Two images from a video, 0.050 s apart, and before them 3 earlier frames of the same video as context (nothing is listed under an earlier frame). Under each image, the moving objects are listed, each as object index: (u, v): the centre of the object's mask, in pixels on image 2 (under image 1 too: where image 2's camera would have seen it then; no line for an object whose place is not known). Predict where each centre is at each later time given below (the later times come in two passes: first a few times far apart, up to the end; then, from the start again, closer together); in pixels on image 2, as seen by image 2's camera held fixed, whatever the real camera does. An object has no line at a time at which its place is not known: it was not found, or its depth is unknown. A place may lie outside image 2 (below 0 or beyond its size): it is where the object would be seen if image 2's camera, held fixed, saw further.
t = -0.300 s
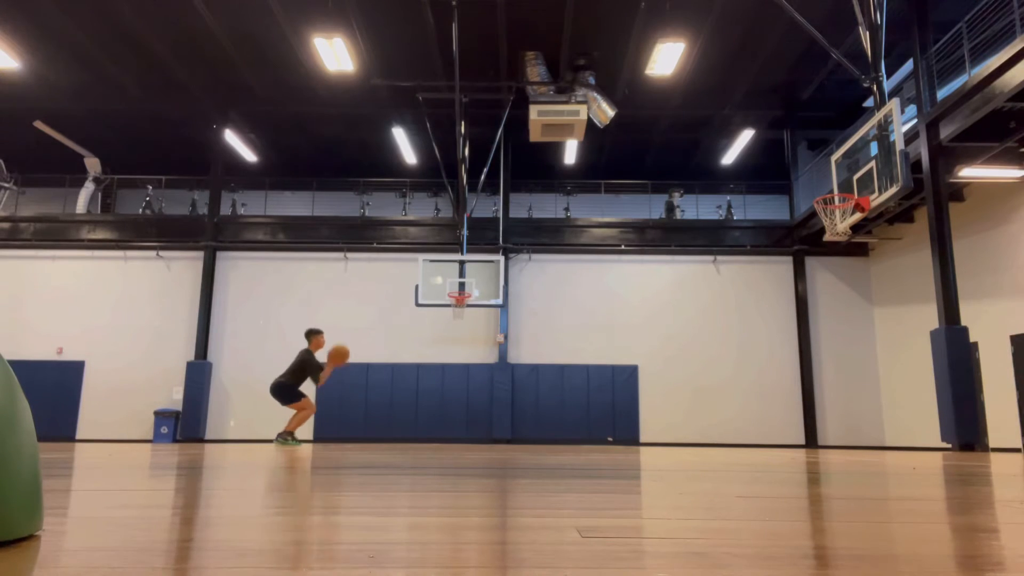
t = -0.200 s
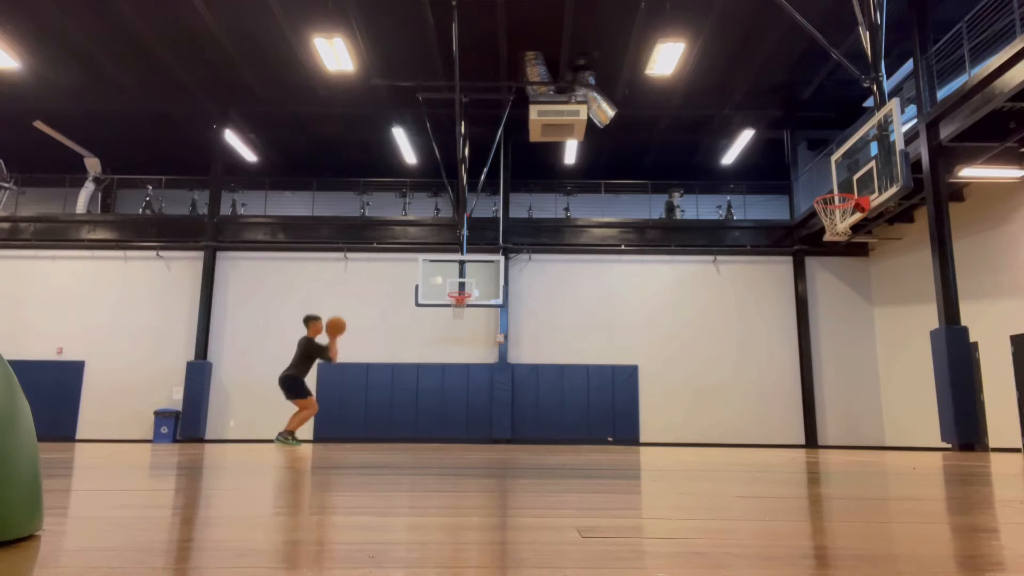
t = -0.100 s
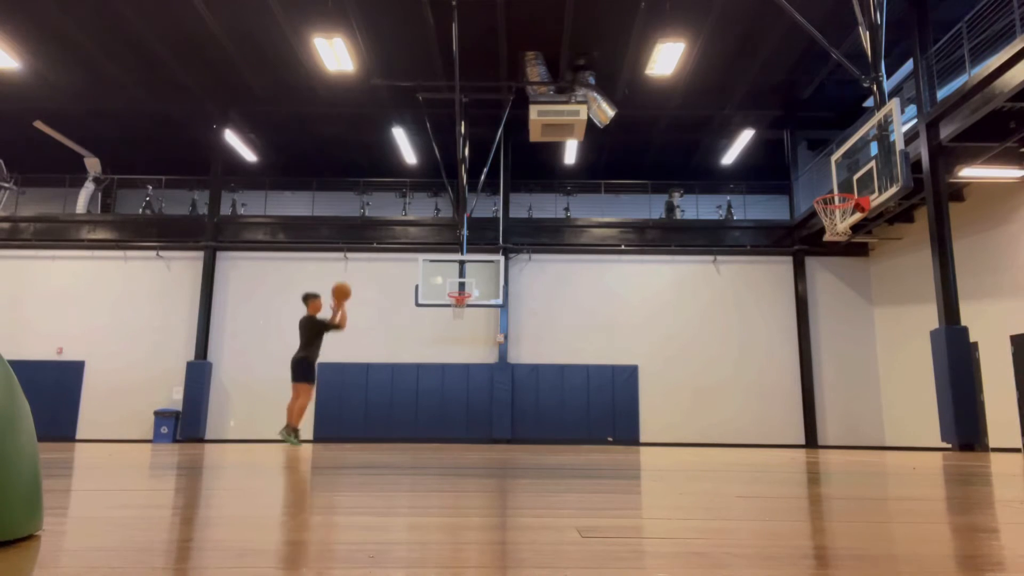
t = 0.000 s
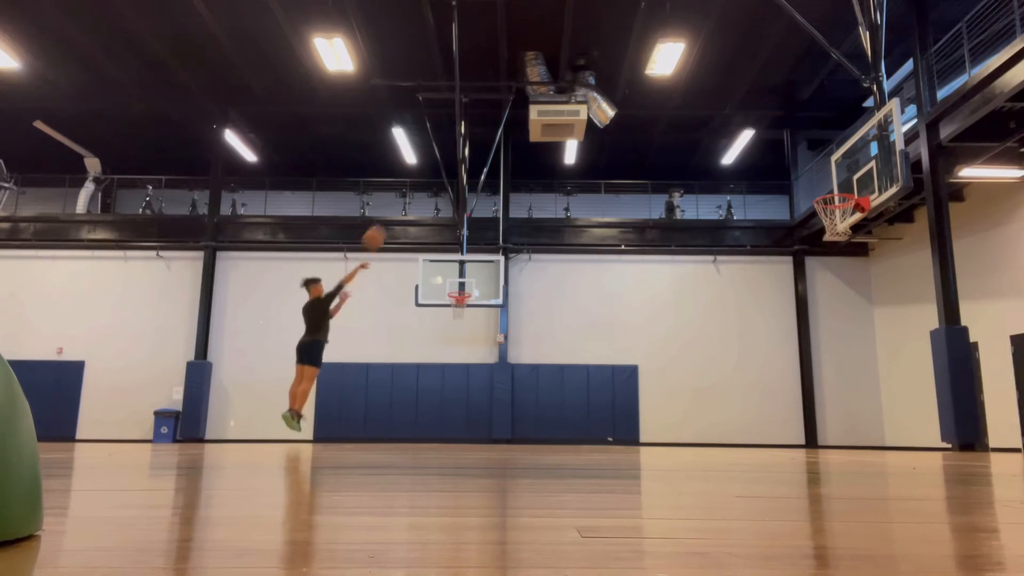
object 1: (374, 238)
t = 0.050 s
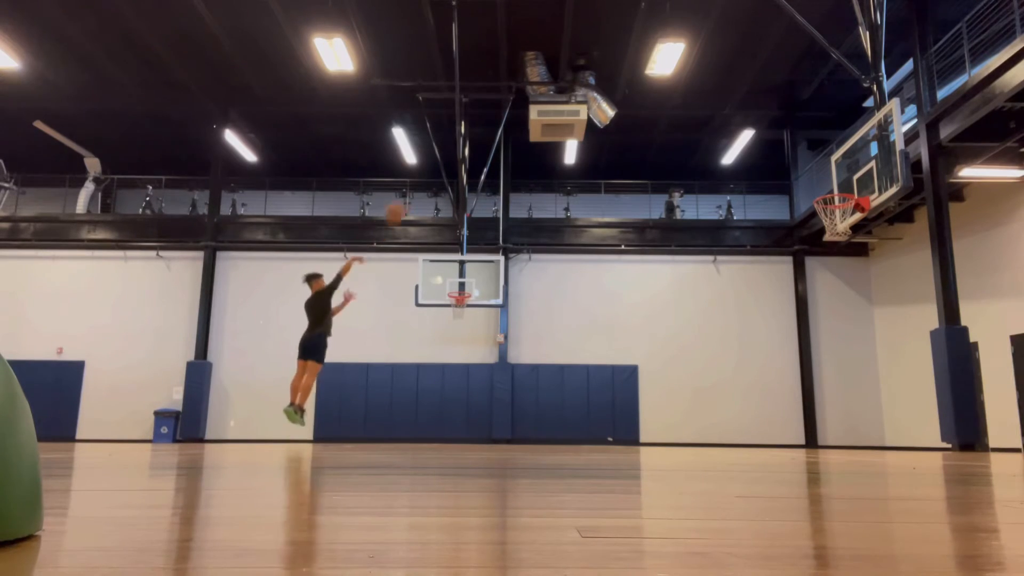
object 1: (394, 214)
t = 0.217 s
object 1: (461, 143)
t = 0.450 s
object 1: (544, 86)
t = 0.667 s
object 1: (617, 69)
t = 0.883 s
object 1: (688, 84)
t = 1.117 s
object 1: (766, 138)
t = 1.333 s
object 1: (820, 183)
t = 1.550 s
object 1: (833, 176)
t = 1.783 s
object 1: (838, 192)
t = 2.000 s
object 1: (831, 201)
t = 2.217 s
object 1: (848, 224)
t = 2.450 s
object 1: (857, 263)
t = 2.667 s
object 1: (870, 341)
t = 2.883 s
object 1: (882, 430)
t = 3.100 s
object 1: (871, 354)
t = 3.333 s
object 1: (863, 321)
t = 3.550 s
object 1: (858, 328)
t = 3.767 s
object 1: (858, 372)
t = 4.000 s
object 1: (859, 430)
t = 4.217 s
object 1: (857, 382)
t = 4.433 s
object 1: (858, 373)
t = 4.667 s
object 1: (863, 404)
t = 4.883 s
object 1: (867, 425)
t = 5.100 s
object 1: (868, 401)
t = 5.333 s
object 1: (872, 417)
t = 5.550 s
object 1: (875, 427)
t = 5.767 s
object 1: (877, 418)
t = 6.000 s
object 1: (882, 438)
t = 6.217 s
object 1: (885, 428)
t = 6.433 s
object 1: (889, 437)
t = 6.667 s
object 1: (894, 441)
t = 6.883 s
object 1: (898, 439)
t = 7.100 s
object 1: (902, 441)
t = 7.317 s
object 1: (905, 442)
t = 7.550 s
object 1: (910, 442)
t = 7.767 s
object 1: (914, 443)
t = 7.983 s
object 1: (917, 443)
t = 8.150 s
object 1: (921, 443)
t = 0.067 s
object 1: (402, 204)
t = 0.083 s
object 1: (410, 195)
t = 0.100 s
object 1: (416, 188)
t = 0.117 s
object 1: (422, 181)
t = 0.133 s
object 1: (429, 174)
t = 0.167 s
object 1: (442, 161)
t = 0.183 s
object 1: (448, 155)
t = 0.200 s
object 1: (454, 149)
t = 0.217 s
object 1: (461, 143)
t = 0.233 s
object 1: (467, 136)
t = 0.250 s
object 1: (474, 132)
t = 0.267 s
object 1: (479, 127)
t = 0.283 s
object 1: (485, 122)
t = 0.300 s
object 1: (491, 118)
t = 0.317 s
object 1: (497, 113)
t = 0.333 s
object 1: (503, 109)
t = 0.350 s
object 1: (509, 105)
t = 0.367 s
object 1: (516, 101)
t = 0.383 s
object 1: (521, 98)
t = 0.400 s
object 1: (526, 95)
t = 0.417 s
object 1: (533, 91)
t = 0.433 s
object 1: (539, 88)
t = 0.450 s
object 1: (544, 86)
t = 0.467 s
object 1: (550, 83)
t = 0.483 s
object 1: (556, 81)
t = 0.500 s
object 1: (562, 79)
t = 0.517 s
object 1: (567, 77)
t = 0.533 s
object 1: (573, 75)
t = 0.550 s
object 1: (579, 74)
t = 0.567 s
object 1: (584, 72)
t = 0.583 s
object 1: (590, 71)
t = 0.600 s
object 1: (595, 70)
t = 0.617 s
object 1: (601, 69)
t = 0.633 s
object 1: (606, 69)
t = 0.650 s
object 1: (612, 68)
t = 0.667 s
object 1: (617, 69)
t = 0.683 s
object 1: (623, 69)
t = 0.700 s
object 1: (628, 69)
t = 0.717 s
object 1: (634, 69)
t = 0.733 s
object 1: (638, 69)
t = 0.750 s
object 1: (643, 71)
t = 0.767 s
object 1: (649, 74)
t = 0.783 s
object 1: (655, 74)
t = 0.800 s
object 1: (660, 76)
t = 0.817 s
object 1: (666, 78)
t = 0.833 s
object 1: (673, 79)
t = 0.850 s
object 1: (678, 80)
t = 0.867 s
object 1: (682, 82)
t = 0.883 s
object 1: (688, 84)
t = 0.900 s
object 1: (693, 87)
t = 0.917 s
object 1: (699, 90)
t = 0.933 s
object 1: (704, 93)
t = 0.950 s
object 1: (710, 96)
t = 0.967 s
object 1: (715, 99)
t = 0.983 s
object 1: (721, 102)
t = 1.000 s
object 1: (726, 106)
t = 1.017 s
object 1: (732, 110)
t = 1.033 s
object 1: (737, 114)
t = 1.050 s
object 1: (743, 118)
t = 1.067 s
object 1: (748, 121)
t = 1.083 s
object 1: (755, 127)
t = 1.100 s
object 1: (761, 133)
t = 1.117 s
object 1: (766, 138)
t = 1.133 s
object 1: (771, 143)
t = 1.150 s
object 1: (777, 148)
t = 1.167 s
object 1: (782, 154)
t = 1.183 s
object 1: (787, 159)
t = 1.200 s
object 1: (793, 165)
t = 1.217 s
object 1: (798, 171)
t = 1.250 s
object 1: (811, 184)
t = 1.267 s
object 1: (816, 190)
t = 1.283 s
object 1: (817, 190)
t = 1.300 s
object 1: (818, 187)
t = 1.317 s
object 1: (819, 185)
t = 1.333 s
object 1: (820, 183)
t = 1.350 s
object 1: (822, 182)
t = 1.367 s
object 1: (822, 181)
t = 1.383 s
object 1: (823, 179)
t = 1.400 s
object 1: (824, 178)
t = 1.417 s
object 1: (825, 177)
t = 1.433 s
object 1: (826, 176)
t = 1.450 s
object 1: (827, 175)
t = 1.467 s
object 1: (828, 175)
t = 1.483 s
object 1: (830, 175)
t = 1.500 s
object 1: (830, 175)
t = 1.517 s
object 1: (832, 176)
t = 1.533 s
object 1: (833, 176)
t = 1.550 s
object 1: (833, 176)
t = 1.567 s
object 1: (834, 178)
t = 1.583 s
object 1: (836, 179)
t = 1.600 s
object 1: (837, 179)
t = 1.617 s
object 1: (839, 181)
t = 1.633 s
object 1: (840, 183)
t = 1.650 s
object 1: (841, 185)
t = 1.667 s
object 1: (842, 187)
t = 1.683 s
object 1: (844, 189)
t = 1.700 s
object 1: (845, 191)
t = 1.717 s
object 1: (845, 192)
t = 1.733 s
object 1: (844, 192)
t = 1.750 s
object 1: (842, 193)
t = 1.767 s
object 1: (840, 192)
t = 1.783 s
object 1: (838, 192)
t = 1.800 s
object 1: (837, 192)
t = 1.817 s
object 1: (834, 194)
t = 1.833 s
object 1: (831, 195)
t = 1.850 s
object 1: (829, 196)
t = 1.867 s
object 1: (826, 197)
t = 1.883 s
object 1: (826, 198)
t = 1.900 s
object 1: (825, 199)
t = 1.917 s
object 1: (825, 199)
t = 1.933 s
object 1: (826, 199)
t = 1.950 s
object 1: (827, 199)
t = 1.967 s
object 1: (828, 200)
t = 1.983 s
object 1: (829, 201)
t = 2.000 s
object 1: (831, 201)
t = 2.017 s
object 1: (833, 200)
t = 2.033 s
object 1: (834, 201)
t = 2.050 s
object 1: (836, 204)
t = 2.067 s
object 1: (838, 206)
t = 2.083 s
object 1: (839, 207)
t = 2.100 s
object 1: (840, 208)
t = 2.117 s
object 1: (842, 211)
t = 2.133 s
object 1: (844, 212)
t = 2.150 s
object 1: (846, 214)
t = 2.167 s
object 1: (846, 217)
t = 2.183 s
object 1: (846, 222)
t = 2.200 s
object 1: (847, 223)
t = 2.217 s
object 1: (848, 224)
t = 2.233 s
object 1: (848, 225)
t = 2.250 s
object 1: (850, 227)
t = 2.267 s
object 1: (851, 229)
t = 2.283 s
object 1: (851, 230)
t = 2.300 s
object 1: (852, 232)
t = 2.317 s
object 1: (852, 235)
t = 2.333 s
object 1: (853, 237)
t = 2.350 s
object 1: (854, 240)
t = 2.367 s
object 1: (854, 243)
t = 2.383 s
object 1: (855, 247)
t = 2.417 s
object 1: (856, 254)
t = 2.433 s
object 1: (857, 258)
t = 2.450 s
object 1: (857, 263)
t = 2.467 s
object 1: (858, 267)
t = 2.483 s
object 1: (859, 273)
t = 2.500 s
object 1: (860, 278)
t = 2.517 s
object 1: (861, 283)
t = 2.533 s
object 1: (862, 288)
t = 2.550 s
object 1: (863, 294)
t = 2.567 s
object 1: (863, 301)
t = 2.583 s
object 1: (865, 307)
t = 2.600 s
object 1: (866, 314)
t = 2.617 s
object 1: (867, 320)
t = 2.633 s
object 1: (868, 327)
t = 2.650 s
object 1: (869, 334)
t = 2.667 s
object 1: (870, 341)
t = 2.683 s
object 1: (871, 349)
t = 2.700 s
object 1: (872, 357)
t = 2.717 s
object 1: (873, 365)
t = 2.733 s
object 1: (874, 373)
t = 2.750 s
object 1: (876, 382)
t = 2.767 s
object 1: (877, 391)
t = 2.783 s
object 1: (878, 400)
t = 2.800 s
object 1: (879, 409)
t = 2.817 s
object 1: (881, 419)
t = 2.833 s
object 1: (882, 429)
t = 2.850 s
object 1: (883, 439)
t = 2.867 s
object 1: (883, 438)
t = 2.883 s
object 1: (882, 430)
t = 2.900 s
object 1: (881, 423)
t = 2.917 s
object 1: (880, 416)
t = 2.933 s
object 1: (879, 409)
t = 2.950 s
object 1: (878, 402)
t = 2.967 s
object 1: (877, 397)
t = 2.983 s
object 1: (876, 390)
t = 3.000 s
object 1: (875, 384)
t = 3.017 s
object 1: (875, 379)
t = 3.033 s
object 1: (874, 373)
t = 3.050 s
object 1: (873, 369)
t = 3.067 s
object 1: (872, 363)
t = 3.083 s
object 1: (871, 359)
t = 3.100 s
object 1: (871, 354)
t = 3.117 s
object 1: (870, 351)
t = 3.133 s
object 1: (869, 347)
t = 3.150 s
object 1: (869, 343)
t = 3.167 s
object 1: (868, 340)
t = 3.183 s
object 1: (867, 337)
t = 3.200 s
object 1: (867, 334)
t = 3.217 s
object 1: (867, 332)
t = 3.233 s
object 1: (866, 329)
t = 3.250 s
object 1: (865, 327)
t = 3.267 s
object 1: (865, 325)
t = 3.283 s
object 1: (864, 324)
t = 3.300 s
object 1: (864, 323)
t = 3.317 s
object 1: (863, 321)
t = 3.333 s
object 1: (863, 321)
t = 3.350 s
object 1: (862, 320)
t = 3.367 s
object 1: (862, 319)
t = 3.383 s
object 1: (862, 319)
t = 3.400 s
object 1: (861, 319)
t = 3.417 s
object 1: (861, 319)
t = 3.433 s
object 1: (860, 319)
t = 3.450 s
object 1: (860, 320)
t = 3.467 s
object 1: (860, 321)
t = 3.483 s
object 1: (859, 322)
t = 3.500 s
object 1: (859, 323)
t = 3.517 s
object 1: (859, 324)
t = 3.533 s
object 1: (859, 326)
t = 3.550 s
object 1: (858, 328)
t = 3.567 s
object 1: (858, 330)
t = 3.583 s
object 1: (858, 332)
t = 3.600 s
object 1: (858, 335)
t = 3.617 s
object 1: (858, 338)
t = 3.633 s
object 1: (858, 340)
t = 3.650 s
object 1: (858, 344)
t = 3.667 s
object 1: (858, 347)
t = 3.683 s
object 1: (857, 351)
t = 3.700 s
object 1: (858, 355)
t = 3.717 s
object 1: (858, 359)
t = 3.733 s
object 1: (858, 363)
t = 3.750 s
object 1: (858, 368)
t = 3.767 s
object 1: (858, 372)
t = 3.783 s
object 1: (858, 377)
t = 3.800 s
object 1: (858, 382)
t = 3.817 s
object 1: (858, 387)
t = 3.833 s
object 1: (858, 393)
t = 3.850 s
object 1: (858, 399)
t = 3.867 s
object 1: (859, 405)
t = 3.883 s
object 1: (859, 411)
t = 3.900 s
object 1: (859, 417)
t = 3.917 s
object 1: (859, 425)
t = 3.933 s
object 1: (859, 432)
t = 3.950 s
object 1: (859, 439)
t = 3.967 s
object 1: (860, 440)
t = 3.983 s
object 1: (859, 436)
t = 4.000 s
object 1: (859, 430)
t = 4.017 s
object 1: (858, 424)
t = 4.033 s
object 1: (858, 420)
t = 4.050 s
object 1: (858, 415)
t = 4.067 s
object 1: (858, 411)
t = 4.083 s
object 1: (858, 407)
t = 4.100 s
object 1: (858, 402)
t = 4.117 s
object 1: (857, 399)
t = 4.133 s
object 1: (857, 395)
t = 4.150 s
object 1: (857, 392)
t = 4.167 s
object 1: (857, 390)
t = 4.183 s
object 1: (857, 387)
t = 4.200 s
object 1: (857, 384)
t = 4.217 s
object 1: (857, 382)
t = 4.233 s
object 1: (857, 380)
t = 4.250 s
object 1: (857, 378)
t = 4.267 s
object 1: (857, 376)
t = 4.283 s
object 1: (857, 375)
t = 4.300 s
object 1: (857, 374)
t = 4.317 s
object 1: (857, 373)
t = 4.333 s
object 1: (857, 372)
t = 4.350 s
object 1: (858, 372)
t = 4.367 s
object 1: (858, 372)
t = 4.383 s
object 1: (858, 372)
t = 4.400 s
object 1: (858, 372)
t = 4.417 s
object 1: (858, 372)
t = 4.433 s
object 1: (858, 373)
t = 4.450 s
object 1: (859, 373)
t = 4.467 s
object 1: (859, 374)
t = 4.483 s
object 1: (859, 376)
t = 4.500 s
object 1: (860, 377)
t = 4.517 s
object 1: (860, 379)
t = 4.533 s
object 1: (860, 381)
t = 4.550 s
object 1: (860, 383)
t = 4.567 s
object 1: (861, 385)
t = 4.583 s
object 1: (862, 388)
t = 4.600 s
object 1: (862, 391)
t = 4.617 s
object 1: (862, 394)
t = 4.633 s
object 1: (863, 397)
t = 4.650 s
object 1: (863, 400)
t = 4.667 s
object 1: (863, 404)
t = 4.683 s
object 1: (864, 408)
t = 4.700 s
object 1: (864, 412)
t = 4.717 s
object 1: (865, 416)
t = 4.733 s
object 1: (866, 421)
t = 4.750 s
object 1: (866, 426)
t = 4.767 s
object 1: (867, 431)
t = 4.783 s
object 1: (867, 436)
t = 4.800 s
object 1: (868, 441)
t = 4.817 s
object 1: (868, 440)
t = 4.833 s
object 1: (868, 436)
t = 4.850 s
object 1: (867, 432)
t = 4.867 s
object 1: (867, 428)
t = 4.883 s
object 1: (867, 425)
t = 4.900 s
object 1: (867, 421)
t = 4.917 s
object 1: (868, 418)
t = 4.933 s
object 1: (867, 416)
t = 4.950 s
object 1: (867, 414)
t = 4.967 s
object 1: (867, 411)
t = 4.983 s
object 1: (867, 409)
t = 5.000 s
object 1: (867, 407)
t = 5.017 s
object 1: (868, 406)
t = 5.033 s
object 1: (868, 405)
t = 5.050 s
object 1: (868, 403)
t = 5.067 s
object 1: (868, 402)
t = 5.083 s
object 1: (868, 402)
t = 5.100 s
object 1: (868, 401)
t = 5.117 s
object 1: (868, 401)
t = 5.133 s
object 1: (869, 401)
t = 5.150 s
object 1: (869, 401)
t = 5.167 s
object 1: (869, 402)
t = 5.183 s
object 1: (869, 402)
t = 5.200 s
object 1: (869, 403)
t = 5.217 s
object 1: (870, 404)
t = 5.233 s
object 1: (870, 405)
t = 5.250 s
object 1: (870, 407)
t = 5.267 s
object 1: (870, 409)
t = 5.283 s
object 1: (870, 410)
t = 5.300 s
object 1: (871, 413)
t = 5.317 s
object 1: (872, 415)
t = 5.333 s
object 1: (872, 417)
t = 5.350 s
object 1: (872, 420)
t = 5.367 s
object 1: (873, 423)
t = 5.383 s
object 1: (873, 427)
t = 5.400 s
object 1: (874, 430)
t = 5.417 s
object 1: (874, 434)
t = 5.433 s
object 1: (875, 438)
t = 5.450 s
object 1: (875, 441)
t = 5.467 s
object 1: (875, 440)
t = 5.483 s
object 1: (875, 438)
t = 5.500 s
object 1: (876, 434)
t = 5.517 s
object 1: (875, 431)
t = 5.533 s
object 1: (875, 429)
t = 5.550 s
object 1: (875, 427)
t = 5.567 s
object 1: (875, 425)
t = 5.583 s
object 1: (875, 423)
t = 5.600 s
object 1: (875, 422)
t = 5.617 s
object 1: (875, 420)
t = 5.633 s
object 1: (876, 419)
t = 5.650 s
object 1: (876, 418)
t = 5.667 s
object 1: (876, 418)
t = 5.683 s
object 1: (876, 417)
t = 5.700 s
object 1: (876, 417)
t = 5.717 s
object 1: (876, 417)
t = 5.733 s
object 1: (877, 417)
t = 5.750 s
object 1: (877, 418)
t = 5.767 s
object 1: (877, 418)
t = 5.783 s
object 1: (877, 419)
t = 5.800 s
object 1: (877, 420)
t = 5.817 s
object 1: (878, 421)
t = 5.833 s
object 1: (878, 423)
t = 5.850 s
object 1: (879, 425)
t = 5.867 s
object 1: (879, 427)
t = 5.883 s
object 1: (879, 429)
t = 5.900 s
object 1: (880, 431)
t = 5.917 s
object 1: (880, 434)
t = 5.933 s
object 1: (880, 436)
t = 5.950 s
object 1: (881, 440)
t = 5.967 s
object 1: (881, 442)
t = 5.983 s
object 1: (881, 440)
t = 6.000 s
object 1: (882, 438)
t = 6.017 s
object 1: (882, 436)
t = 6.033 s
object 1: (882, 434)
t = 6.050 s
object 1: (882, 432)
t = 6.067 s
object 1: (882, 431)
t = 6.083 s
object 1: (882, 430)
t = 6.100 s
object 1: (883, 429)
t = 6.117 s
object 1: (883, 428)
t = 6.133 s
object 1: (883, 428)
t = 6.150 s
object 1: (883, 428)
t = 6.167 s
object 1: (884, 427)
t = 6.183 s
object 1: (884, 427)
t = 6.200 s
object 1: (884, 428)
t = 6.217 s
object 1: (885, 428)
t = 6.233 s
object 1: (885, 429)
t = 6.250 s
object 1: (886, 430)
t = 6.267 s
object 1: (886, 431)
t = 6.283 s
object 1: (886, 433)
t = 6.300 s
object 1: (887, 434)
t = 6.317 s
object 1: (887, 436)
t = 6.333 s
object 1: (888, 438)
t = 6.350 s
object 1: (888, 441)
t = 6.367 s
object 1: (889, 442)
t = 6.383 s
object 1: (889, 441)
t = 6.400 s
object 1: (889, 439)
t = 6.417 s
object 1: (889, 438)
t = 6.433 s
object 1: (889, 437)
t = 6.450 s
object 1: (890, 435)
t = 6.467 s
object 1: (890, 434)
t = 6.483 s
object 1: (890, 434)
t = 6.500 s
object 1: (890, 434)
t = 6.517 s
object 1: (890, 433)
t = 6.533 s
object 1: (891, 433)
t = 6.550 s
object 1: (891, 434)
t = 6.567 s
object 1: (892, 434)
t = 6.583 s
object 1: (892, 435)
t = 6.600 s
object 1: (892, 436)
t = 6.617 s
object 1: (892, 437)
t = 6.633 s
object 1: (893, 438)
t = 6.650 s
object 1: (894, 440)
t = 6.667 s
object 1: (894, 441)
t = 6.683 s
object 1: (894, 442)
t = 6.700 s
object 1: (894, 441)
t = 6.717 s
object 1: (895, 440)
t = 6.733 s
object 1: (895, 439)
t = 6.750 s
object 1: (895, 438)
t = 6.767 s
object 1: (895, 438)
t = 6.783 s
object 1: (896, 437)
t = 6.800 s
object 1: (896, 437)
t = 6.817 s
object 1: (896, 437)
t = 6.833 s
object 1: (897, 437)
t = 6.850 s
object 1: (897, 438)
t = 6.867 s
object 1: (897, 438)
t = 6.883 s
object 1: (898, 439)
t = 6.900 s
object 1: (898, 440)
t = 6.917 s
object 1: (898, 441)
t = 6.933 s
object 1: (899, 442)
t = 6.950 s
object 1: (899, 441)
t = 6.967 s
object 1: (899, 441)
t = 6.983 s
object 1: (899, 440)
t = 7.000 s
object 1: (900, 439)
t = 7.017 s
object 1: (900, 439)
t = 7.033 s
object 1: (900, 439)
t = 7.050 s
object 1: (901, 439)
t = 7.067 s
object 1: (901, 440)
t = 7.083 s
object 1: (901, 440)
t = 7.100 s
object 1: (902, 441)
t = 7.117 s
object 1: (902, 442)
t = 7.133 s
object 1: (902, 442)
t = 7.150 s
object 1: (903, 442)
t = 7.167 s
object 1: (903, 441)
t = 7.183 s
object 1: (903, 441)
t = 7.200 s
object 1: (904, 441)
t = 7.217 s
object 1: (904, 441)
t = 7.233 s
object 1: (904, 441)
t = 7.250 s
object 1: (905, 441)
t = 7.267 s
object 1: (905, 442)
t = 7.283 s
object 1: (905, 442)
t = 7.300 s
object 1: (905, 442)
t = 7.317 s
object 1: (905, 442)
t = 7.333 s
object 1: (906, 442)
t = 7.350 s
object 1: (906, 441)
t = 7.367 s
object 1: (906, 442)
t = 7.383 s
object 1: (907, 441)
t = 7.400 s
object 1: (907, 442)
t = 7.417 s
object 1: (907, 442)
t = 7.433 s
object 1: (908, 442)
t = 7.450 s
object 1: (908, 442)
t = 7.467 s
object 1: (908, 442)
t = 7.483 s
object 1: (908, 442)
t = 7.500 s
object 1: (909, 442)
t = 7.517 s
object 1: (909, 442)
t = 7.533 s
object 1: (909, 442)
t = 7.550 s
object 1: (910, 442)
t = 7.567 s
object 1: (910, 442)
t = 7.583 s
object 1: (910, 442)
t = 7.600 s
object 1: (910, 443)
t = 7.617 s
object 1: (911, 443)
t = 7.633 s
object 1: (911, 442)
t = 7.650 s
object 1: (911, 443)
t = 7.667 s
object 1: (912, 443)
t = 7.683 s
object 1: (912, 443)
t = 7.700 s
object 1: (912, 443)
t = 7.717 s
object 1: (913, 443)
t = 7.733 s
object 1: (913, 443)
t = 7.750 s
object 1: (913, 443)
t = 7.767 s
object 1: (914, 443)
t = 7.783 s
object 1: (914, 443)
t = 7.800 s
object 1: (914, 443)
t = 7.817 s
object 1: (914, 443)
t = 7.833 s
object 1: (915, 443)
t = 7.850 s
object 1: (915, 443)
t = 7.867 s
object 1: (916, 443)
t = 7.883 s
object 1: (916, 443)
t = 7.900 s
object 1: (916, 443)
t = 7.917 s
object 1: (916, 443)
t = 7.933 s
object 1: (917, 443)
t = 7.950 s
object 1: (917, 443)
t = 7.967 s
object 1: (917, 443)
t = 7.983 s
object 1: (917, 443)
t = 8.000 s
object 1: (918, 443)
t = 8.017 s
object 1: (918, 443)
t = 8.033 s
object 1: (918, 443)
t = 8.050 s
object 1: (919, 443)
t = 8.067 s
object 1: (919, 443)
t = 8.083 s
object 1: (919, 443)
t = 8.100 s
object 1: (920, 443)
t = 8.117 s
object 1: (920, 443)
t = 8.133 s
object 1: (920, 443)
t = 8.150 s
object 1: (921, 443)
